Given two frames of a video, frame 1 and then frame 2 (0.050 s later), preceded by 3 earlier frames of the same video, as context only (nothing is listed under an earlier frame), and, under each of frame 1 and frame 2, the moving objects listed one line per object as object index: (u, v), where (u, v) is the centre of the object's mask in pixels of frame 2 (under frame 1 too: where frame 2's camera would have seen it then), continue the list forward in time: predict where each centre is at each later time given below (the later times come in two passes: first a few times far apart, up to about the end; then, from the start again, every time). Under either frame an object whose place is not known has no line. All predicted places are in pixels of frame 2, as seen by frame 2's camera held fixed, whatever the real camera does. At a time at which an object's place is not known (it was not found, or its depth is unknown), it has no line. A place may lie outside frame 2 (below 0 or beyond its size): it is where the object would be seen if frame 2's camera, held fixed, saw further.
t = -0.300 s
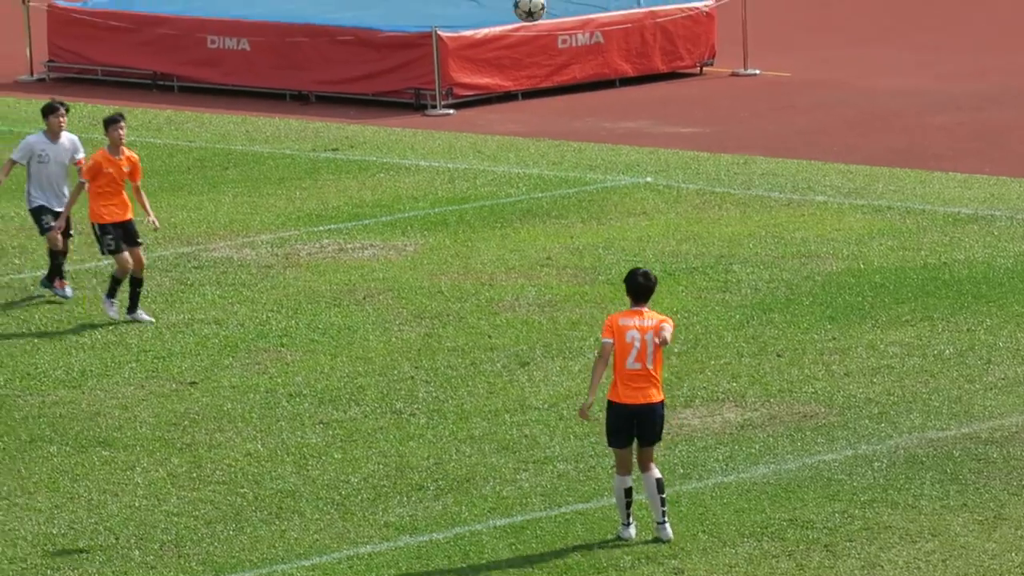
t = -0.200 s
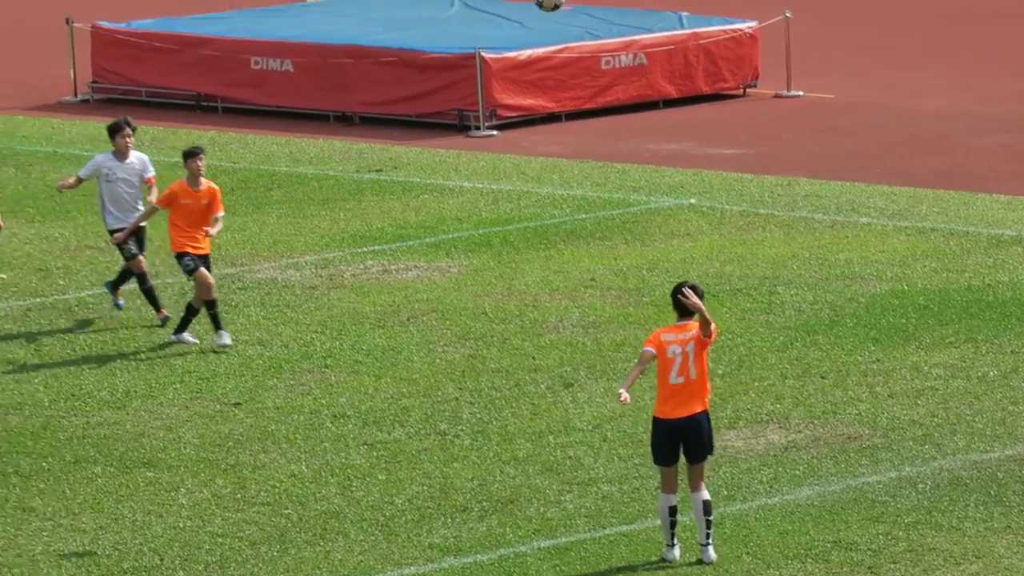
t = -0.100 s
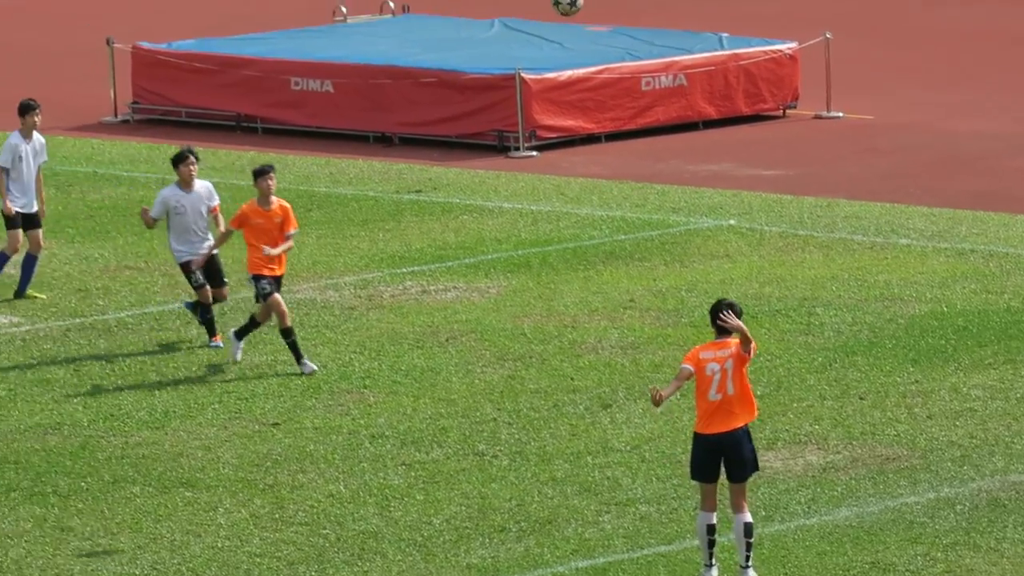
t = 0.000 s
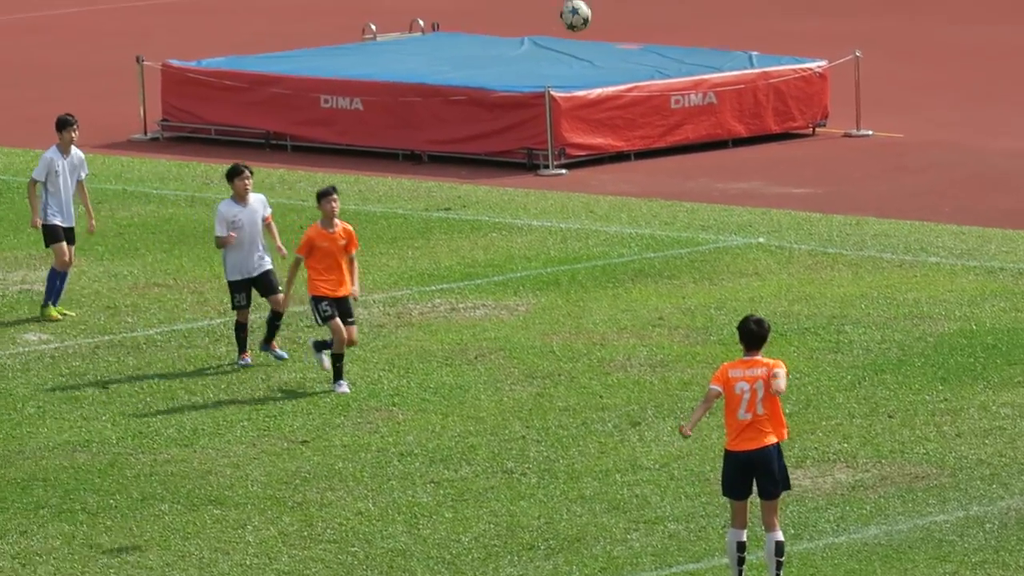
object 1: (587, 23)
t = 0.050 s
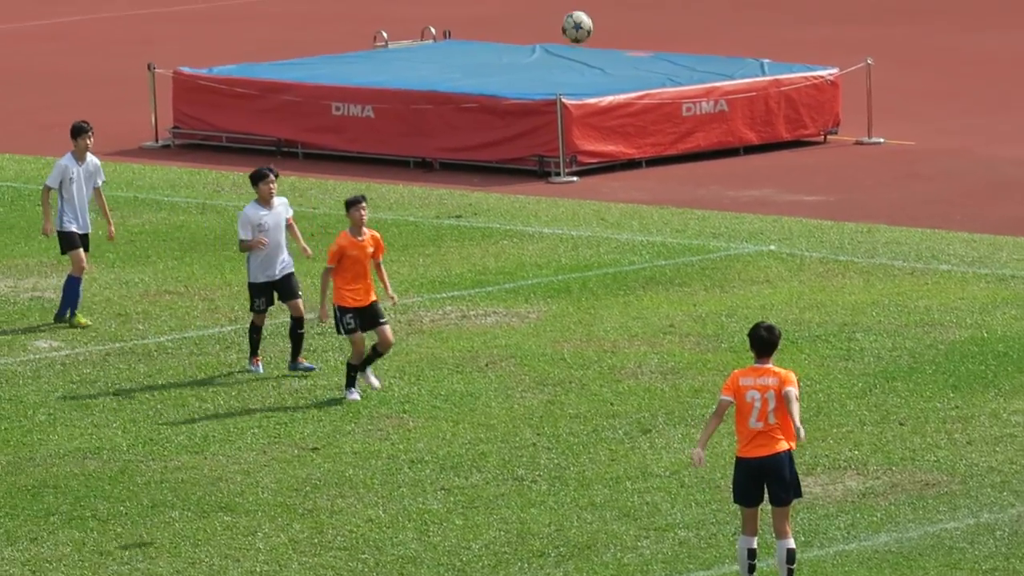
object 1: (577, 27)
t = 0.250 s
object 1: (539, 76)
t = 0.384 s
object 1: (515, 137)
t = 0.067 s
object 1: (574, 29)
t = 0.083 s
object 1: (571, 31)
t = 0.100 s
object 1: (568, 34)
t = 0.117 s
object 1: (564, 37)
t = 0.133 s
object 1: (561, 41)
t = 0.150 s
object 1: (558, 45)
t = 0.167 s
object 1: (555, 49)
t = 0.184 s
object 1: (552, 54)
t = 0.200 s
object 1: (548, 58)
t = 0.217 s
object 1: (545, 64)
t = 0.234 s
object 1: (542, 70)
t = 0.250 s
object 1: (539, 76)
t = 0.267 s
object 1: (536, 83)
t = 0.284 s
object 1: (533, 89)
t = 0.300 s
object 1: (531, 97)
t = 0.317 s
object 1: (527, 104)
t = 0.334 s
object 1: (524, 112)
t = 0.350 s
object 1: (521, 120)
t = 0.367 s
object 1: (518, 129)
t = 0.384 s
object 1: (515, 137)
